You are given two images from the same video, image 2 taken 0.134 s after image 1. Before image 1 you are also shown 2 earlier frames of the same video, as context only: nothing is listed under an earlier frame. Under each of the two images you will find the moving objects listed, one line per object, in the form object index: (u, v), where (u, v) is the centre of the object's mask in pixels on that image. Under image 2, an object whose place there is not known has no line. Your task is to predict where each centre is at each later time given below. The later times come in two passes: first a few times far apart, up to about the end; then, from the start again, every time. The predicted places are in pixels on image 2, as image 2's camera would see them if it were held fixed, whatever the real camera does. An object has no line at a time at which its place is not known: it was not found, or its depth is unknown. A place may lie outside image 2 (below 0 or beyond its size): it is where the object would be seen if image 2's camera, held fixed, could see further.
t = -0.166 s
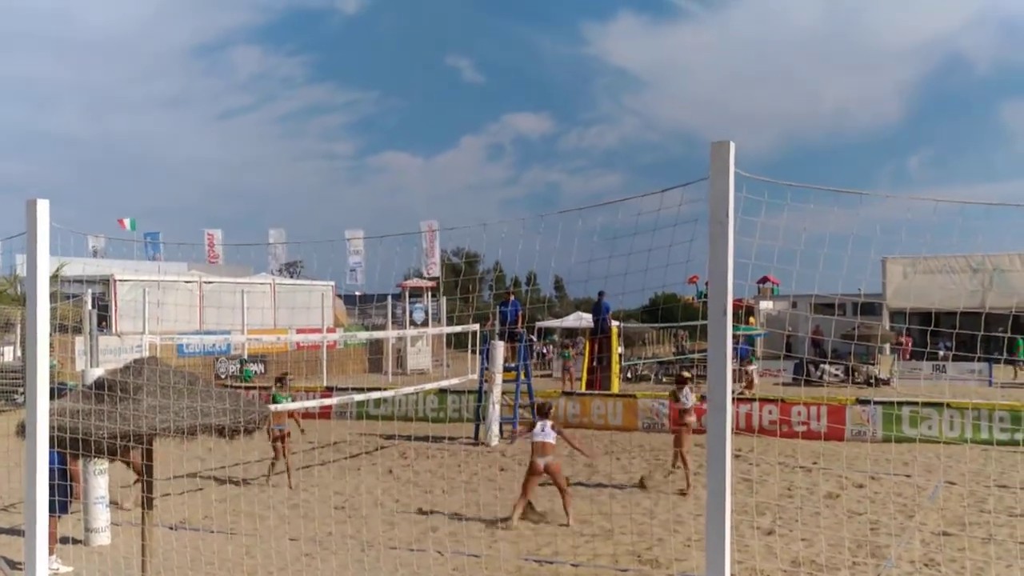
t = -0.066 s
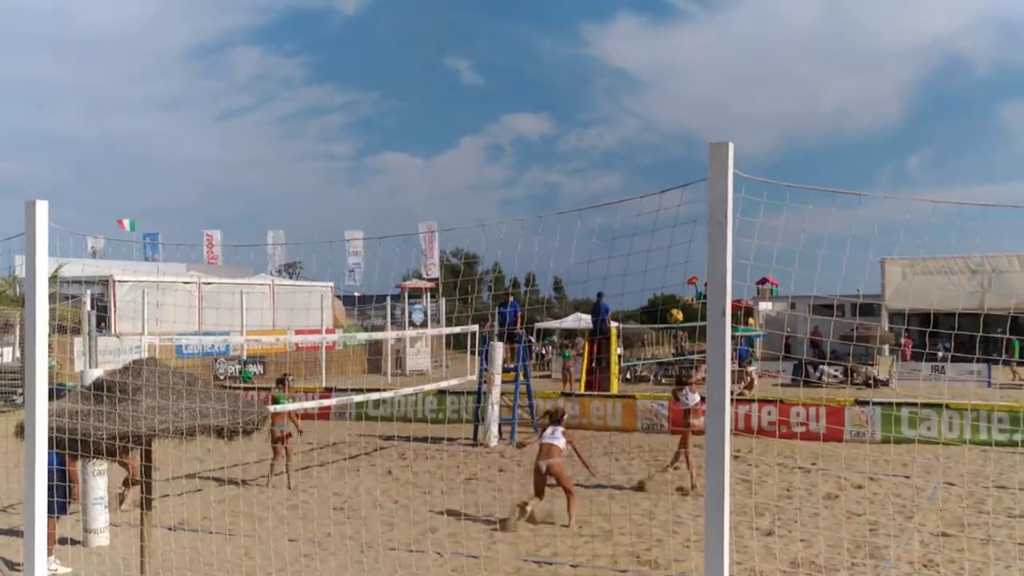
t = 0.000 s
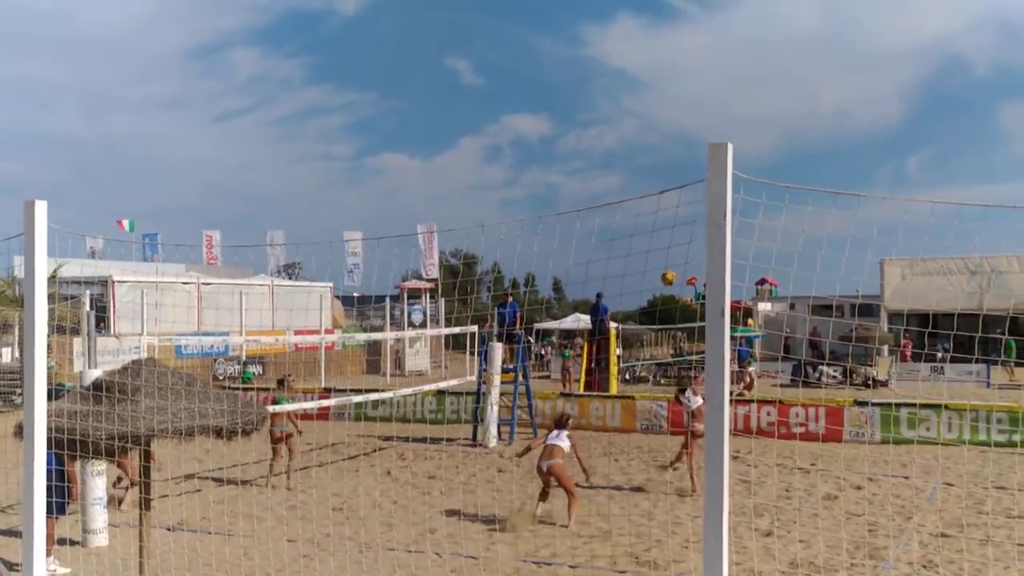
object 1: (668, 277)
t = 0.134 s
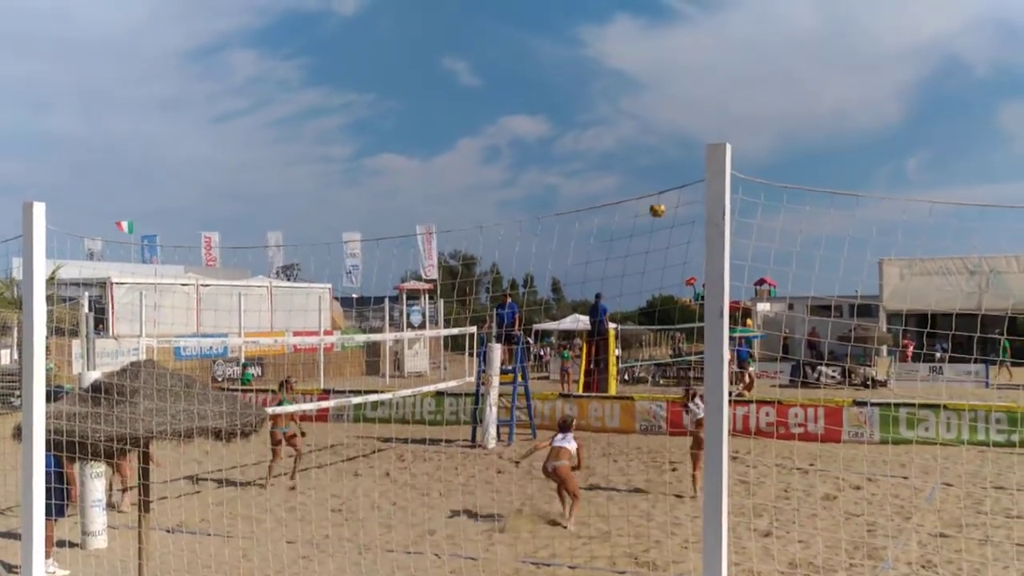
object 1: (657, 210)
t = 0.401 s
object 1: (634, 107)
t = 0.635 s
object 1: (612, 58)
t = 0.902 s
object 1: (584, 52)
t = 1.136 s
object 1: (556, 93)
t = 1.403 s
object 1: (520, 196)
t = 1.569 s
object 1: (495, 291)
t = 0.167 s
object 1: (653, 194)
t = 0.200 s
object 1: (651, 180)
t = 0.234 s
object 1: (649, 165)
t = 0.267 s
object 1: (646, 152)
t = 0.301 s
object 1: (643, 139)
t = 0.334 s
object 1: (640, 128)
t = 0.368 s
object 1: (637, 117)
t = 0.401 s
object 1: (634, 107)
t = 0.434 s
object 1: (631, 97)
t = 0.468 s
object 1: (628, 89)
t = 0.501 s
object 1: (625, 81)
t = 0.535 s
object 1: (622, 74)
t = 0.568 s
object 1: (618, 68)
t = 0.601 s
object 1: (615, 63)
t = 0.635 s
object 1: (612, 58)
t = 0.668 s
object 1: (609, 55)
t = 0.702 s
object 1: (605, 51)
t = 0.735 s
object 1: (602, 49)
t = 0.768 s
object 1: (598, 48)
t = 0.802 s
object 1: (595, 49)
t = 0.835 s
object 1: (591, 49)
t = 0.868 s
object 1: (587, 50)
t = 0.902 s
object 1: (584, 52)
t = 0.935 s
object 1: (580, 55)
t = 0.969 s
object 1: (577, 59)
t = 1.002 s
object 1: (573, 65)
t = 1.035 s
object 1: (569, 71)
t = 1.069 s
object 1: (564, 77)
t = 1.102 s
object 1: (560, 85)
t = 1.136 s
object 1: (556, 93)
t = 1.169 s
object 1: (552, 103)
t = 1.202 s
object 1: (548, 113)
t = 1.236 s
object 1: (543, 125)
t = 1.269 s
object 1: (539, 138)
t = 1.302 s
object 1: (534, 151)
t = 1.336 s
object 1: (529, 165)
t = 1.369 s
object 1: (524, 180)
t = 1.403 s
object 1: (520, 196)
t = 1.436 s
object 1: (515, 213)
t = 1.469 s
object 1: (510, 231)
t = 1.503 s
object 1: (504, 250)
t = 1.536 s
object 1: (499, 270)
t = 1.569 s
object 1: (495, 291)
